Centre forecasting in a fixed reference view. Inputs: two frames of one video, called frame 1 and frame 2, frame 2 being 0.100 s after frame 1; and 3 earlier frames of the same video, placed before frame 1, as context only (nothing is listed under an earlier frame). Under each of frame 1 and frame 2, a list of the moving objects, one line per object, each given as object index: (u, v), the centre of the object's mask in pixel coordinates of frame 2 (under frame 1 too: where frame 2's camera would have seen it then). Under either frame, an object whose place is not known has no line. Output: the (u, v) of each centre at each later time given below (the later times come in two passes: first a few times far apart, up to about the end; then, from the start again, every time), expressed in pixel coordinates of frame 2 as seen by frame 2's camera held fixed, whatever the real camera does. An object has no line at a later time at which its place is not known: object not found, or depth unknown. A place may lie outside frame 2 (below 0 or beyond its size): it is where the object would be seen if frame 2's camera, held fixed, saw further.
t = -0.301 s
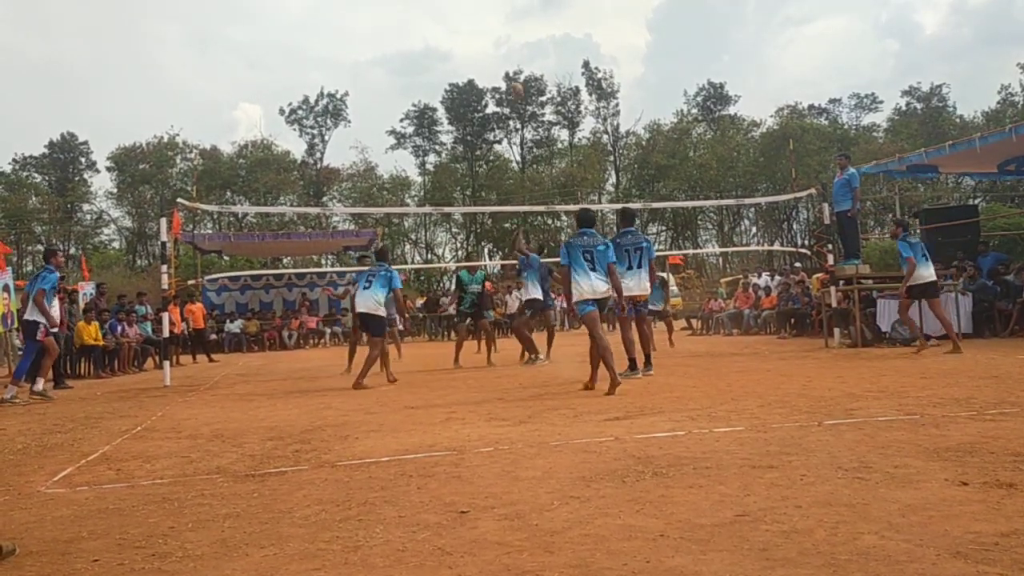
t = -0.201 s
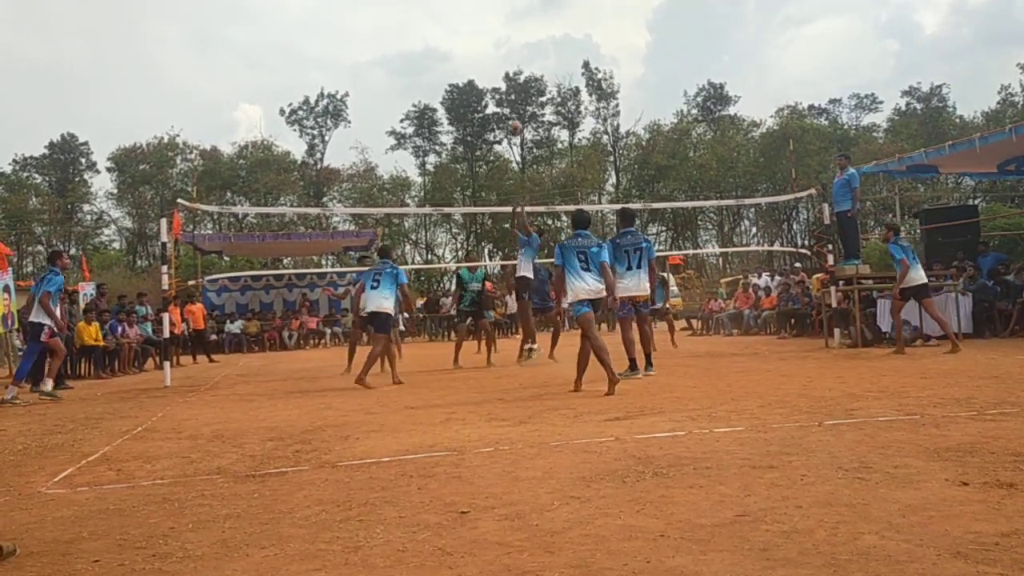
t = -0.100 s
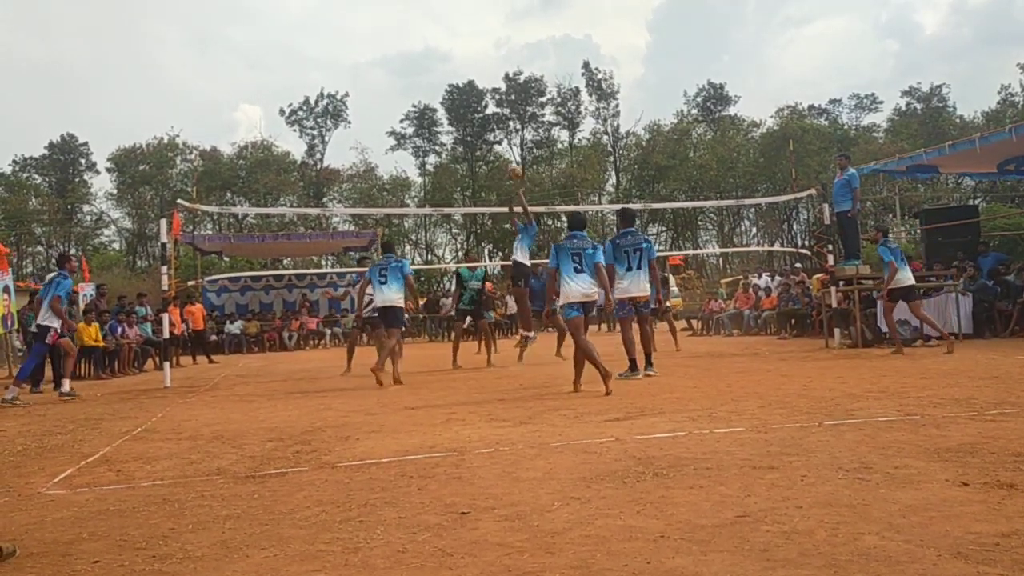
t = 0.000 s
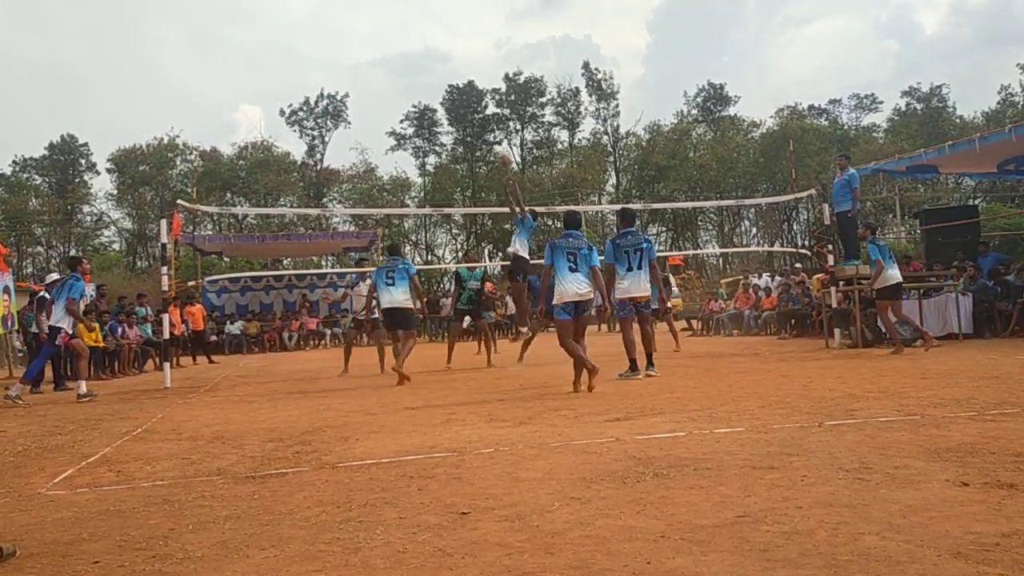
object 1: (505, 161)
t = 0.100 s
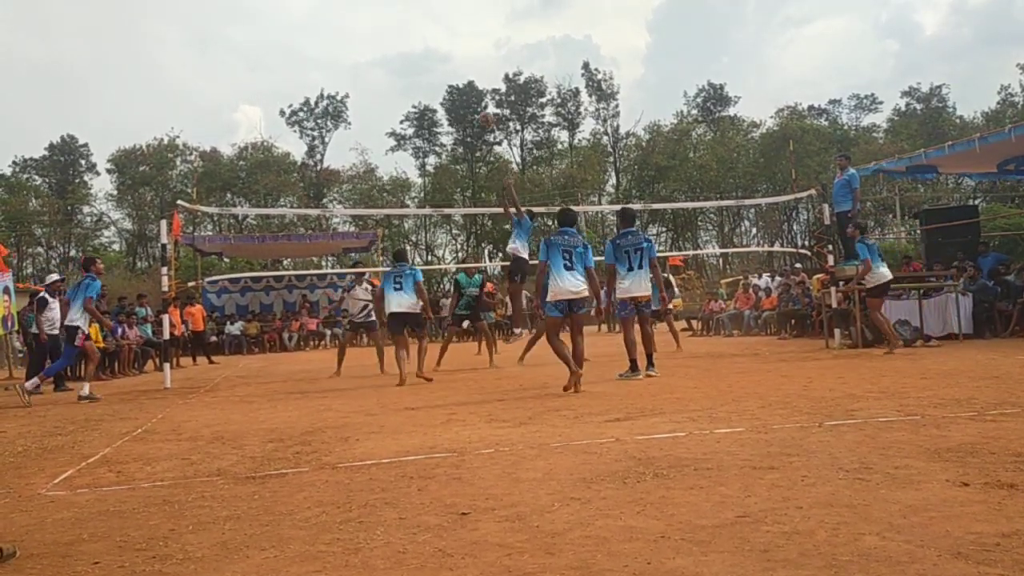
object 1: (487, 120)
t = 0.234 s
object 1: (463, 71)
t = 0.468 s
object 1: (425, 18)
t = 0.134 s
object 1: (480, 106)
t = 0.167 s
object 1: (474, 95)
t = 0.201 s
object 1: (468, 82)
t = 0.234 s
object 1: (463, 71)
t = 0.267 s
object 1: (457, 62)
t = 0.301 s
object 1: (452, 53)
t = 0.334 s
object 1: (446, 44)
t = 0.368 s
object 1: (441, 36)
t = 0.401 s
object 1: (436, 29)
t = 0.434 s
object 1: (430, 23)
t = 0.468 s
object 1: (425, 18)
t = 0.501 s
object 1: (420, 13)
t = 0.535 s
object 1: (415, 9)
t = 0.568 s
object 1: (410, 6)
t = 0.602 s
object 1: (405, 4)
